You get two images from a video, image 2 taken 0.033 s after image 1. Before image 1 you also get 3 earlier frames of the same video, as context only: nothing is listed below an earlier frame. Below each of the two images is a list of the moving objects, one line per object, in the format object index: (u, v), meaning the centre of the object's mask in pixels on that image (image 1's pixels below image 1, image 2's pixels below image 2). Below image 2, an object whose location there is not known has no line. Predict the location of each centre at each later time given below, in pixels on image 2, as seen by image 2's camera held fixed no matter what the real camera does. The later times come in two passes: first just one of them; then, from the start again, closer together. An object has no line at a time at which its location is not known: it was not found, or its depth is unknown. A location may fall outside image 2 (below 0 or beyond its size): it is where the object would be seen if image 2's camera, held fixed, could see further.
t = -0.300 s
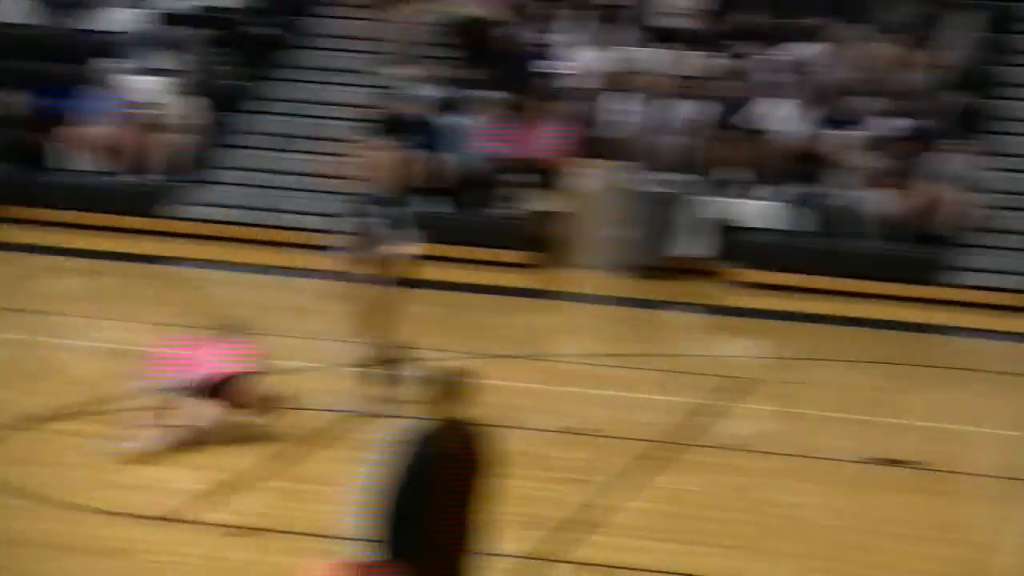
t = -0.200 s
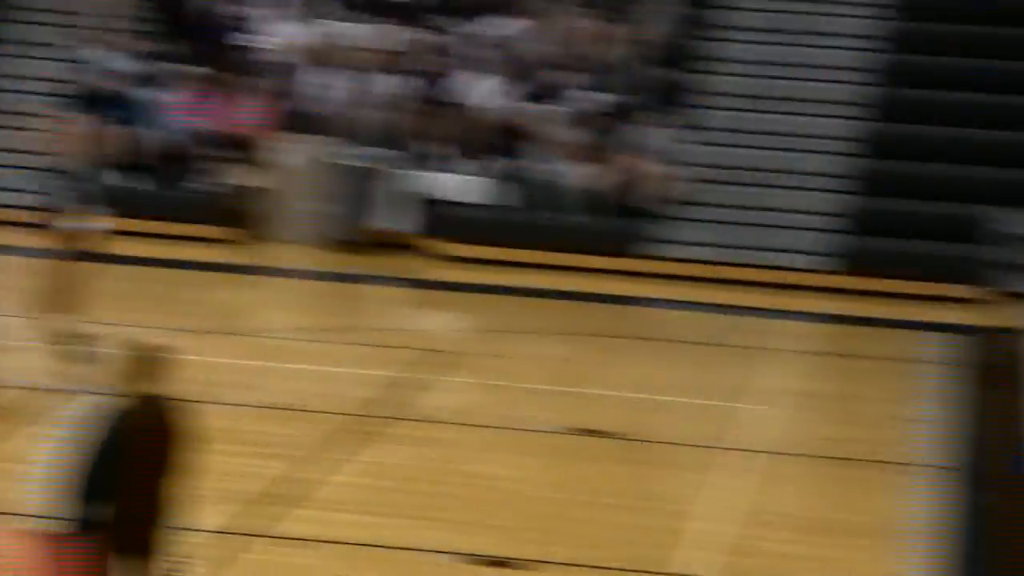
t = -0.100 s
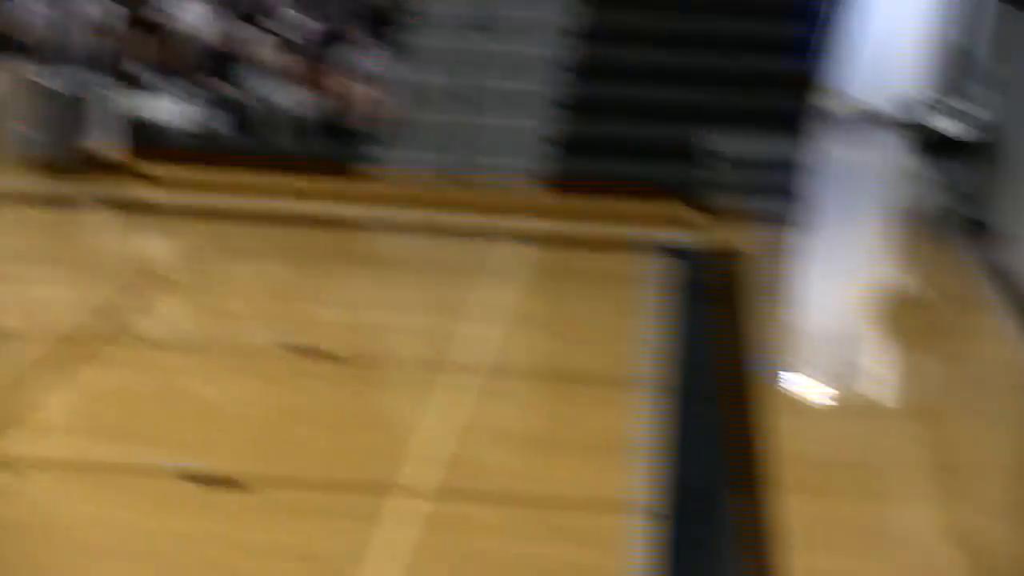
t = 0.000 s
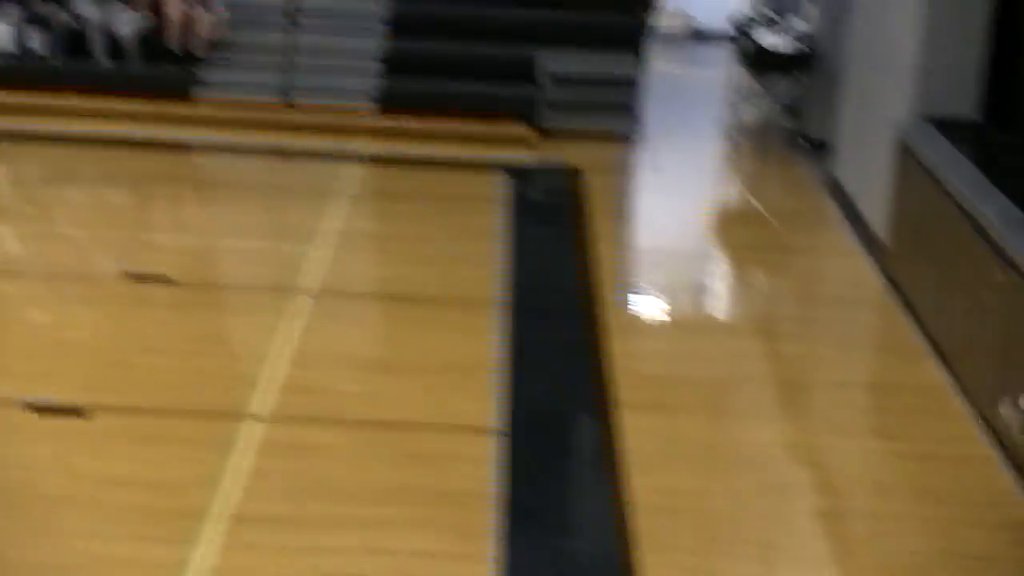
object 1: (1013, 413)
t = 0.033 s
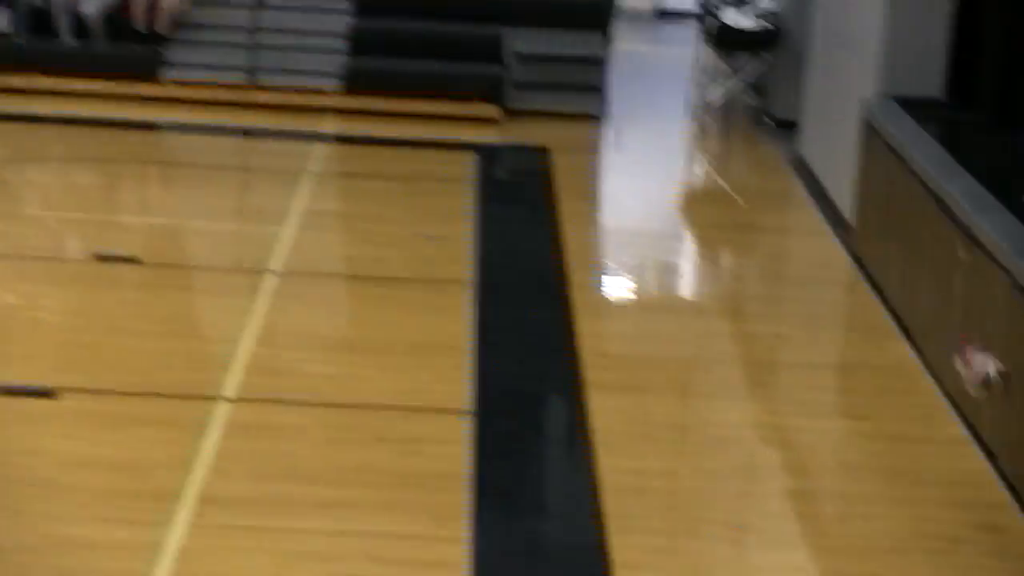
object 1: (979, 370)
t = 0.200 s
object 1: (896, 248)
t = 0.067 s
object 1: (963, 342)
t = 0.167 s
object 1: (911, 267)
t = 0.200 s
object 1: (896, 248)
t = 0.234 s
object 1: (876, 230)
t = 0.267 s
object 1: (861, 211)
